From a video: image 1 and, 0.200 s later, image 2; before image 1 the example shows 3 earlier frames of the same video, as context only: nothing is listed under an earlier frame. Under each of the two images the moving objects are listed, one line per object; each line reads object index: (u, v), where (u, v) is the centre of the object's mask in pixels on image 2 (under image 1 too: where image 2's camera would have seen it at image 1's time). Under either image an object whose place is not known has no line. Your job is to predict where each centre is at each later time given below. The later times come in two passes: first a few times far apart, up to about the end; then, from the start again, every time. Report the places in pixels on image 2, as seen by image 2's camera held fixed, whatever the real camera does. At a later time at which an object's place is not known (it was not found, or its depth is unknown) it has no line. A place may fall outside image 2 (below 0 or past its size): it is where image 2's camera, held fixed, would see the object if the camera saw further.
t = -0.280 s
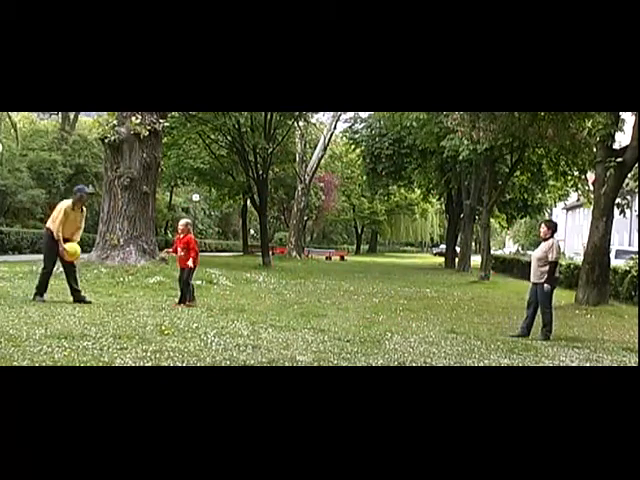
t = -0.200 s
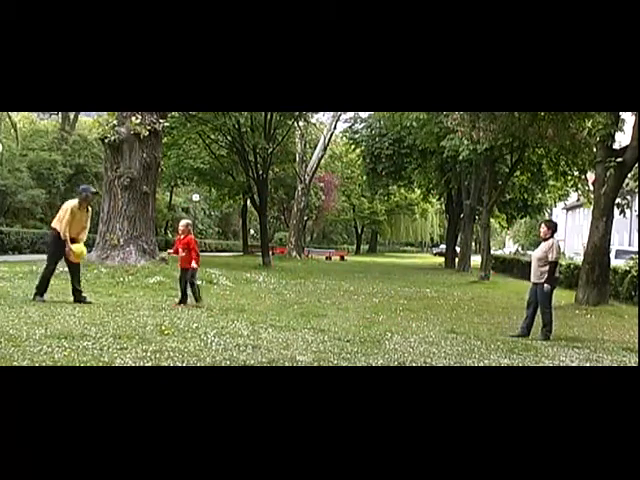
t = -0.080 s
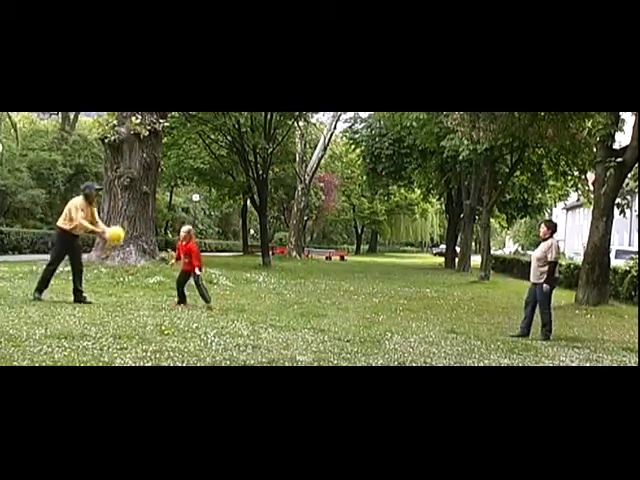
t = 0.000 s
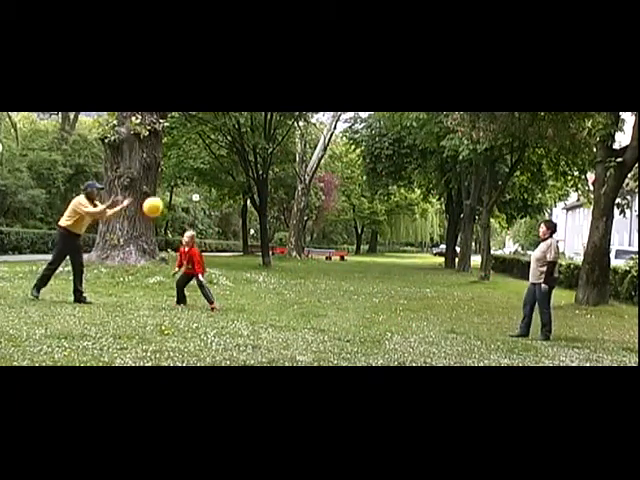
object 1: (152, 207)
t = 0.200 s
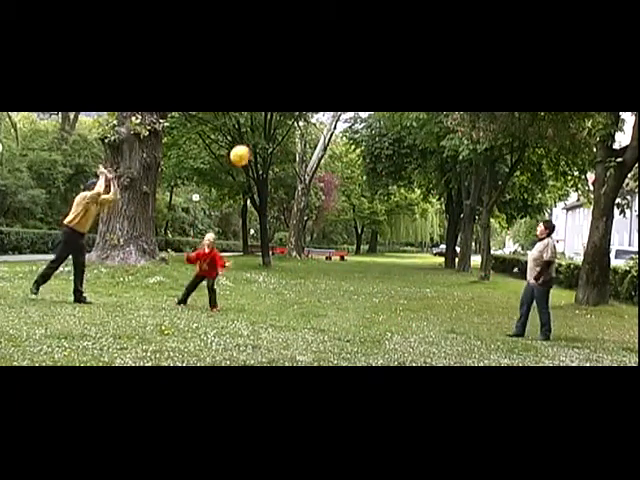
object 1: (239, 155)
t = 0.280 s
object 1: (271, 144)
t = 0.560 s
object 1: (369, 143)
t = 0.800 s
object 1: (440, 185)
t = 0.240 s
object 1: (255, 149)
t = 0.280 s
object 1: (271, 144)
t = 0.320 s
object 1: (286, 140)
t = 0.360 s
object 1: (301, 137)
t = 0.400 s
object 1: (315, 137)
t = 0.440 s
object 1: (329, 137)
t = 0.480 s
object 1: (343, 137)
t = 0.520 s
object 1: (356, 139)
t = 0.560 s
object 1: (369, 143)
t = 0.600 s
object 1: (382, 147)
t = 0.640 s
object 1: (394, 152)
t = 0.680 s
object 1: (406, 160)
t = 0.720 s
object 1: (418, 167)
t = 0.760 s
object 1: (429, 175)
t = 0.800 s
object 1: (440, 185)
